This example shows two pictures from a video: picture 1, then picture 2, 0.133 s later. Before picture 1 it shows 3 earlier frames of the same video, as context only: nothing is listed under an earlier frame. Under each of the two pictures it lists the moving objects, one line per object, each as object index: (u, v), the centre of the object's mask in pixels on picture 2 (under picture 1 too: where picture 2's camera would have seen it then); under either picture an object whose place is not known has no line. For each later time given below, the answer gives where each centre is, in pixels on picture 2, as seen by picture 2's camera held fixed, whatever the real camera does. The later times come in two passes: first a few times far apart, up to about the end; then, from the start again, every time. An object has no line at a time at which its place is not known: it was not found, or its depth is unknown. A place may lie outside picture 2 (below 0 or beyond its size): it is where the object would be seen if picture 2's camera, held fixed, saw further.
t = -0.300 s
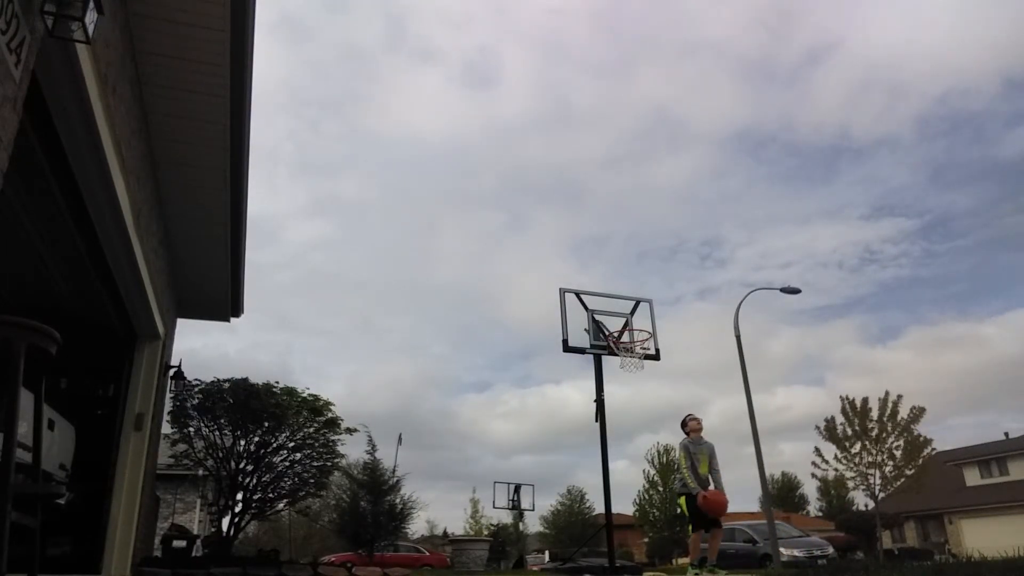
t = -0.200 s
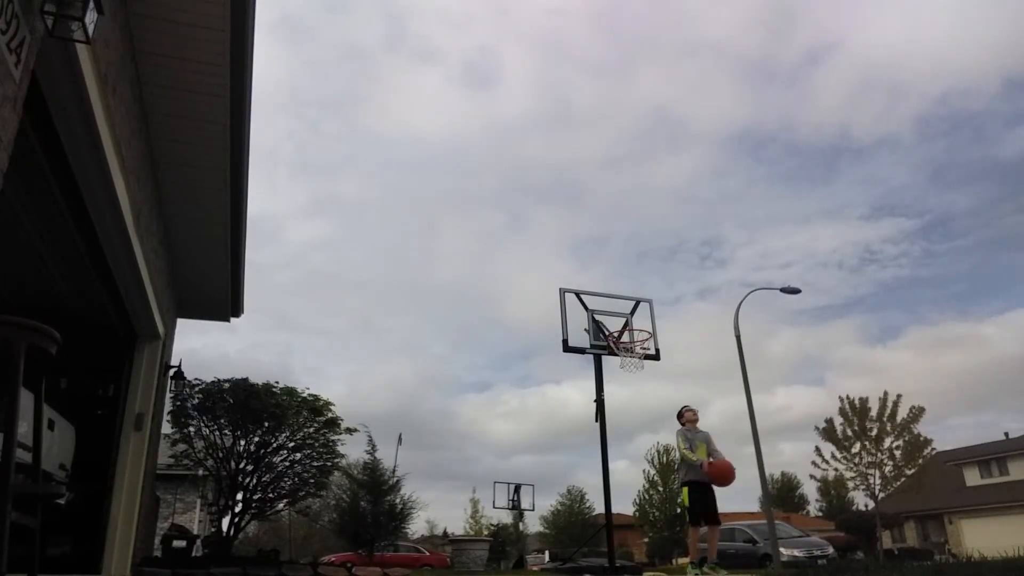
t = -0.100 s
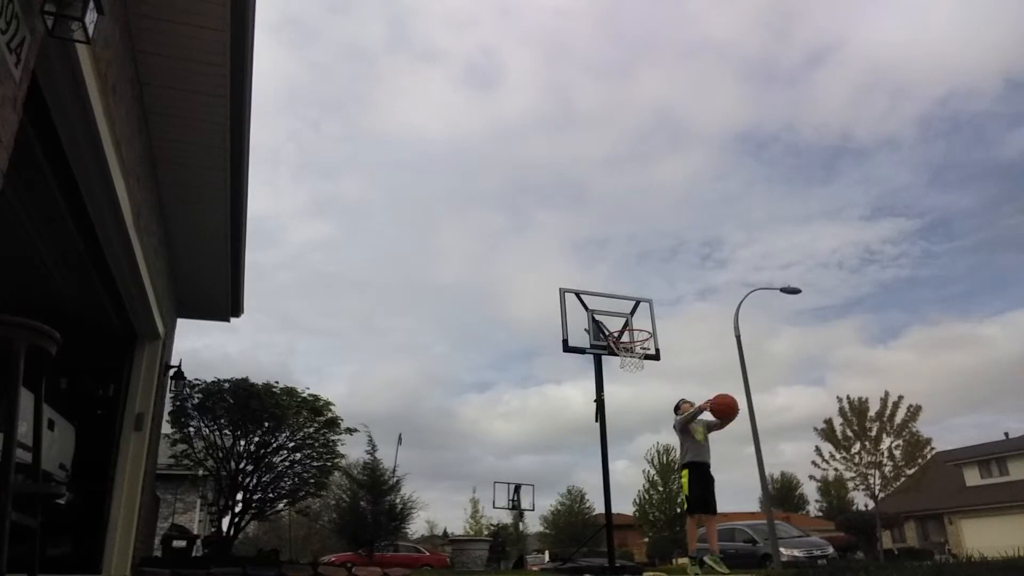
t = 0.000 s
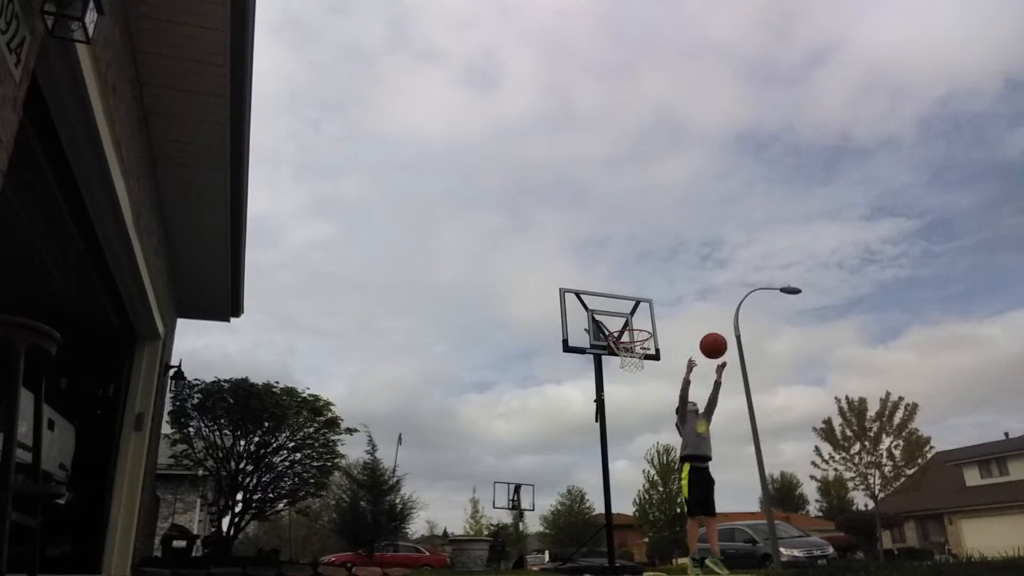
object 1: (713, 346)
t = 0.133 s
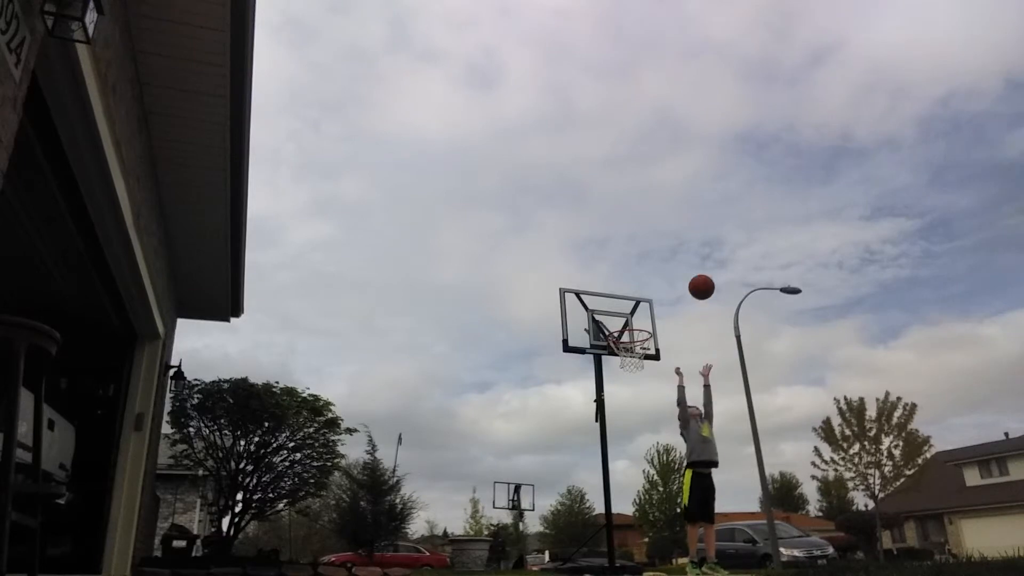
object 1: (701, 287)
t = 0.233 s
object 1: (694, 257)
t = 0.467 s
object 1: (684, 227)
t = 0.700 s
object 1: (681, 244)
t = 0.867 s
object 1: (682, 285)
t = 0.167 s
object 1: (699, 276)
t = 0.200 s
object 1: (696, 266)
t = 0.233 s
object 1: (694, 257)
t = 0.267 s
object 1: (692, 250)
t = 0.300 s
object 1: (691, 243)
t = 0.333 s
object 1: (689, 238)
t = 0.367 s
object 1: (688, 234)
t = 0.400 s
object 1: (686, 230)
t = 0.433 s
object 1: (685, 228)
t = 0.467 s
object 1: (684, 227)
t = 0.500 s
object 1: (683, 226)
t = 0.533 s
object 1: (683, 227)
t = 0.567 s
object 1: (682, 228)
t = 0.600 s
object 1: (682, 231)
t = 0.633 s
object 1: (681, 234)
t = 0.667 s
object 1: (681, 239)
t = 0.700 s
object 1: (681, 244)
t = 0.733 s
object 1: (681, 250)
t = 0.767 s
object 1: (681, 257)
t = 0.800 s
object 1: (682, 265)
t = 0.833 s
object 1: (682, 274)
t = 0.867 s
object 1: (682, 285)
